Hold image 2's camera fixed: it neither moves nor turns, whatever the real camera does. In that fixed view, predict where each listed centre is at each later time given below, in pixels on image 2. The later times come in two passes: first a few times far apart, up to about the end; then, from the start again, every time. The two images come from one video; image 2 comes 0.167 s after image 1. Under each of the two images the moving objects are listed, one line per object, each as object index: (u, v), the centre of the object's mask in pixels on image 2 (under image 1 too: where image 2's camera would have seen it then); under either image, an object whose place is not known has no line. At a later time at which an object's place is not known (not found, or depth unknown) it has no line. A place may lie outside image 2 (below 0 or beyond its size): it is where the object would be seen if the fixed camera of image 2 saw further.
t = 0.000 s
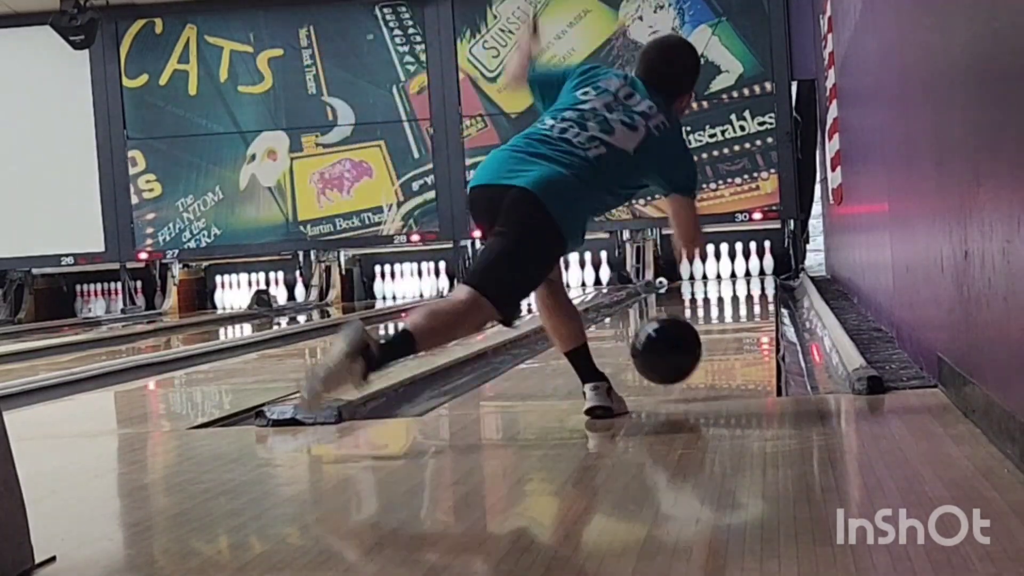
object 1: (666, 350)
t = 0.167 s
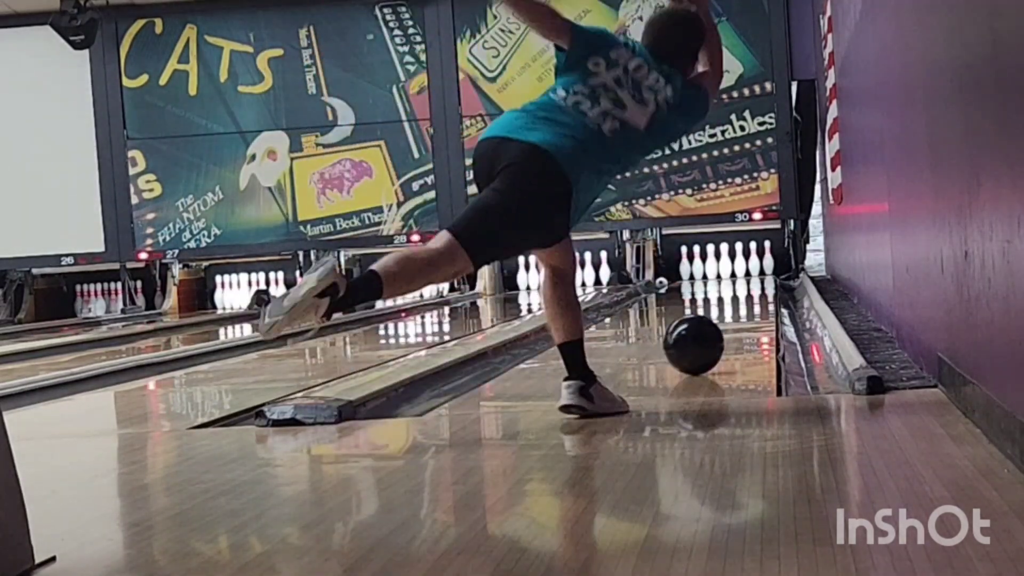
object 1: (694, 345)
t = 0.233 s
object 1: (702, 338)
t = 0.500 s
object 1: (725, 317)
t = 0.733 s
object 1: (738, 305)
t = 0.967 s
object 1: (747, 296)
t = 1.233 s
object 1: (754, 288)
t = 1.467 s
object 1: (756, 282)
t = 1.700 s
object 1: (755, 278)
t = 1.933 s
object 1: (753, 274)
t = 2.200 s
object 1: (747, 272)
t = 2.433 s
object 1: (739, 269)
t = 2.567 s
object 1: (735, 269)
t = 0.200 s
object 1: (698, 341)
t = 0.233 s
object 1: (702, 338)
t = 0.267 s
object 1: (705, 335)
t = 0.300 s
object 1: (708, 332)
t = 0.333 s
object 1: (712, 329)
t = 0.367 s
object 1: (715, 326)
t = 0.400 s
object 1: (718, 325)
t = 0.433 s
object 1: (720, 322)
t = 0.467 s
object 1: (723, 320)
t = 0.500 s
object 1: (725, 317)
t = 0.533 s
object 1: (728, 315)
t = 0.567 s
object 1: (729, 313)
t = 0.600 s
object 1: (731, 311)
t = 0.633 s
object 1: (733, 310)
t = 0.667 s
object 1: (735, 308)
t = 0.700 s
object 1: (737, 307)
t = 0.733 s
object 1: (738, 305)
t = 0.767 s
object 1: (740, 303)
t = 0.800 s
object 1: (741, 302)
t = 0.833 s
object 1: (743, 301)
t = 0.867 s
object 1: (744, 300)
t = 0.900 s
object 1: (745, 299)
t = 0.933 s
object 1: (747, 297)
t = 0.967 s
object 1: (747, 296)
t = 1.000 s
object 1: (748, 295)
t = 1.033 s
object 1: (749, 294)
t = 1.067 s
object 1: (750, 293)
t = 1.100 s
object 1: (751, 292)
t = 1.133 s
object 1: (752, 291)
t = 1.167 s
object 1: (752, 290)
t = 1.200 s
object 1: (753, 289)
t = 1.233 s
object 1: (754, 288)
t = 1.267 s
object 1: (754, 287)
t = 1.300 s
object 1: (754, 286)
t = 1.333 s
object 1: (755, 285)
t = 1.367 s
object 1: (755, 284)
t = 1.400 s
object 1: (755, 283)
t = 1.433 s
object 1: (756, 283)
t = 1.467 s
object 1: (756, 282)
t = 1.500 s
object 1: (756, 281)
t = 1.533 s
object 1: (756, 280)
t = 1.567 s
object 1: (756, 280)
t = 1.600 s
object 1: (756, 280)
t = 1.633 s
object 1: (756, 279)
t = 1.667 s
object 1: (756, 279)
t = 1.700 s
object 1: (755, 278)
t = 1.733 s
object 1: (755, 278)
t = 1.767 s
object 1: (755, 277)
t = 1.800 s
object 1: (755, 276)
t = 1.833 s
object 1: (754, 276)
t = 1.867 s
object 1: (754, 275)
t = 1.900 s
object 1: (753, 275)
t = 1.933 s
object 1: (753, 274)
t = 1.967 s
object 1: (752, 274)
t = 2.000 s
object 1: (752, 274)
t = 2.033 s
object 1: (751, 273)
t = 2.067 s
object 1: (750, 273)
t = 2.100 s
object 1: (750, 272)
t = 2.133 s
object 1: (749, 272)
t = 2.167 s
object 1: (748, 272)
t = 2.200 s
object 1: (747, 272)
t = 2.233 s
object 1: (746, 271)
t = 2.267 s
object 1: (744, 271)
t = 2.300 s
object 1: (743, 271)
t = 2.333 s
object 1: (743, 270)
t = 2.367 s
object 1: (742, 270)
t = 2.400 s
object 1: (740, 270)
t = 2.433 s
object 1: (739, 269)
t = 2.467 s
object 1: (738, 269)
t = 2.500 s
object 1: (736, 269)
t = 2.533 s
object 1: (735, 269)
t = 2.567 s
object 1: (735, 269)
